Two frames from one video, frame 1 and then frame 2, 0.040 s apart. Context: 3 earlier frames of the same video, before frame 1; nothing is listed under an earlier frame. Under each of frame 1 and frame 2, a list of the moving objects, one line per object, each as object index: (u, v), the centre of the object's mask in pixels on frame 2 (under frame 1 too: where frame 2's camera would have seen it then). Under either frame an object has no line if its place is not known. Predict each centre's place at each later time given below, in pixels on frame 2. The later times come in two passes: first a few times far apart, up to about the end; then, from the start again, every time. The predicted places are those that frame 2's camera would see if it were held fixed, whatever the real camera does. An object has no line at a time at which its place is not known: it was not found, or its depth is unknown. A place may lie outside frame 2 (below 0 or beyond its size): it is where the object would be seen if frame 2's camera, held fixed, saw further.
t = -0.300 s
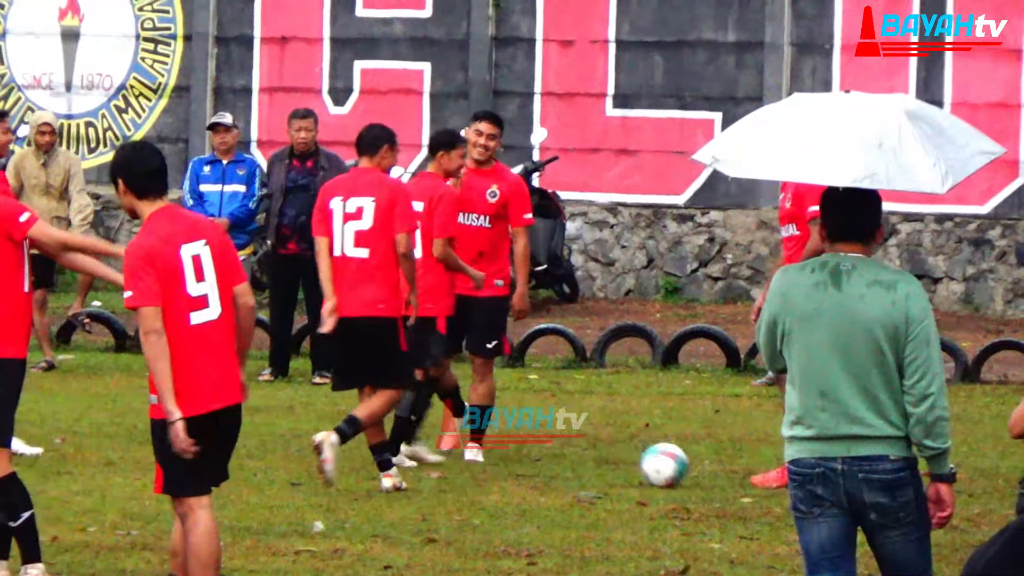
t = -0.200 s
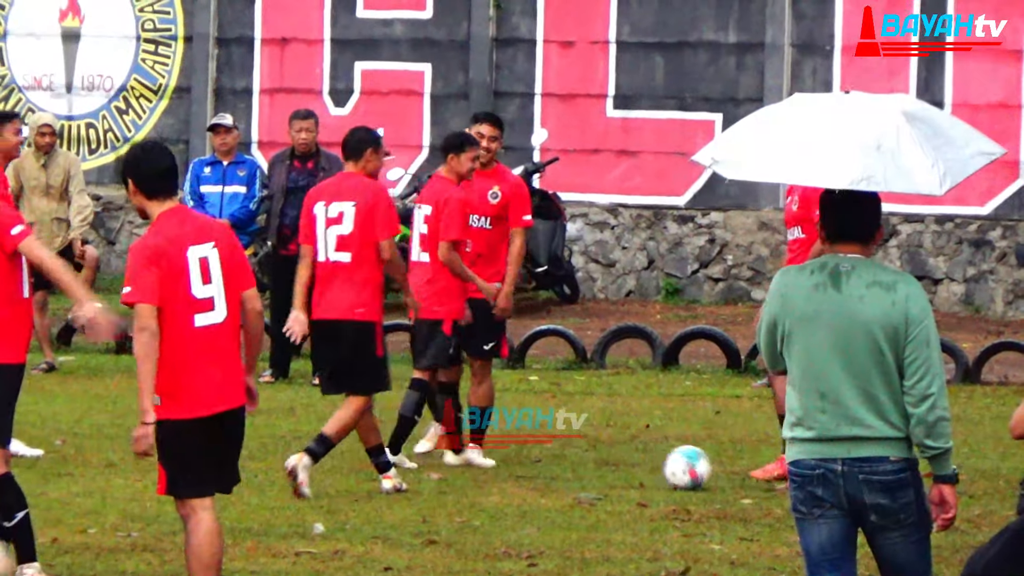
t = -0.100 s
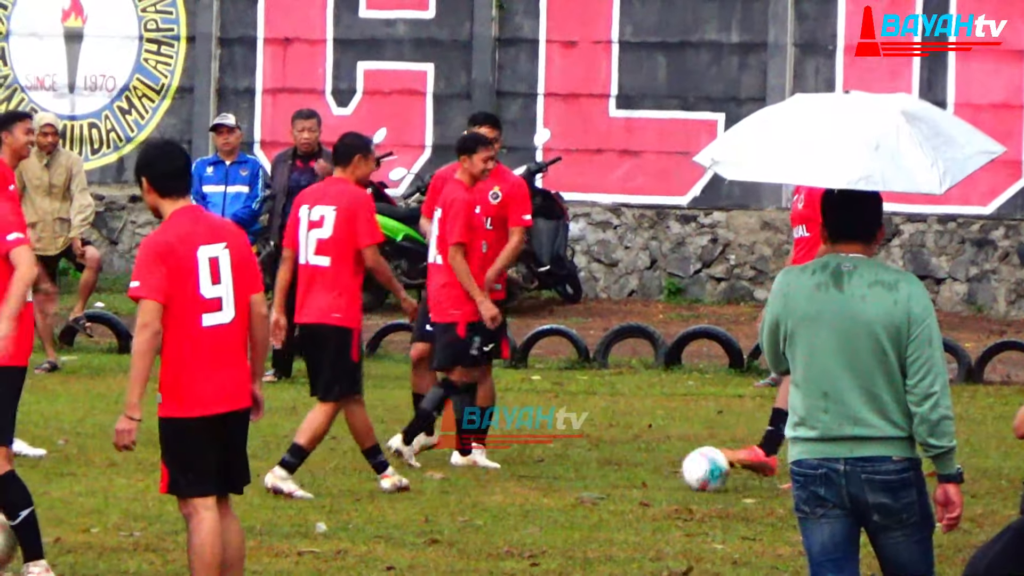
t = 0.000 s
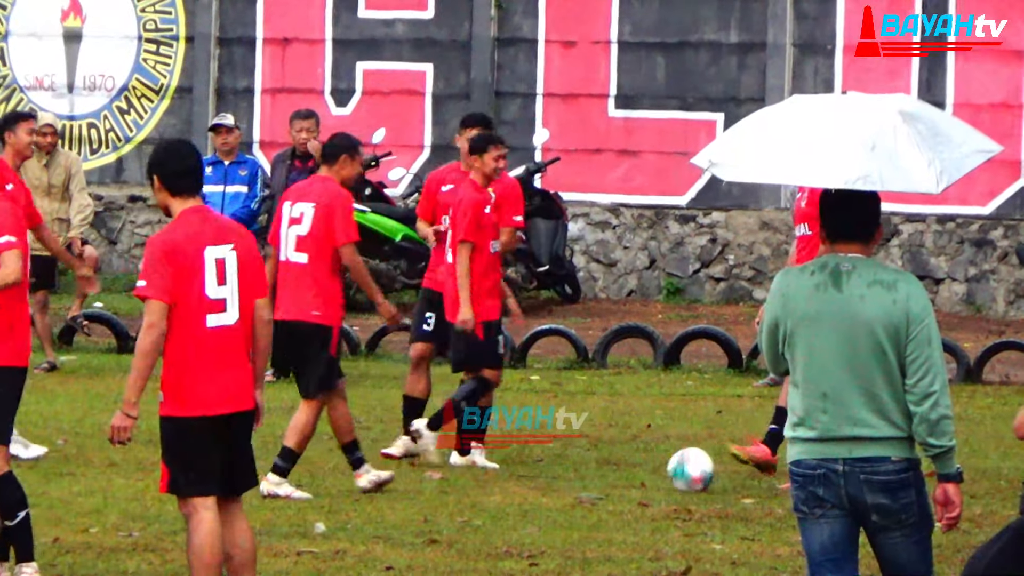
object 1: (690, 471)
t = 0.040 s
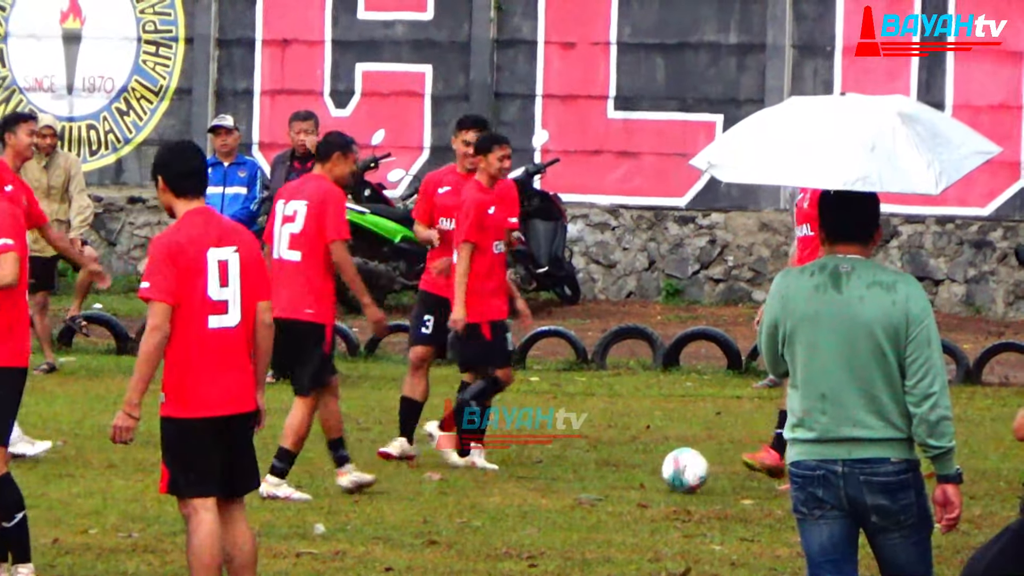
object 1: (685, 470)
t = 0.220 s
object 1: (665, 473)
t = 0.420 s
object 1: (644, 474)
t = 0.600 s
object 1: (626, 478)
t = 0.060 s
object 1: (683, 470)
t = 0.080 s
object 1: (681, 470)
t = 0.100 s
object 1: (678, 471)
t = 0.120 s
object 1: (676, 472)
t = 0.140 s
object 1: (674, 472)
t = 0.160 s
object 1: (671, 472)
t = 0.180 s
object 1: (669, 472)
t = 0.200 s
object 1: (667, 472)
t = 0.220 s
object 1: (665, 473)
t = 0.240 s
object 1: (663, 473)
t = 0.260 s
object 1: (661, 473)
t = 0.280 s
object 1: (659, 473)
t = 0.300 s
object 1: (657, 473)
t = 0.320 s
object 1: (655, 473)
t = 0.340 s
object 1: (653, 473)
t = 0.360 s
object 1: (650, 473)
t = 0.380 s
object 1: (648, 474)
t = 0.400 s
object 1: (646, 475)
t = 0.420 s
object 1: (644, 474)
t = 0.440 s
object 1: (642, 474)
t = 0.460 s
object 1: (640, 475)
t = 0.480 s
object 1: (638, 475)
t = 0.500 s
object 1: (636, 476)
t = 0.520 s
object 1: (634, 477)
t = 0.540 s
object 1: (632, 477)
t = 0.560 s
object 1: (630, 477)
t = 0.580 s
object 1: (628, 478)
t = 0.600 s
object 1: (626, 478)
